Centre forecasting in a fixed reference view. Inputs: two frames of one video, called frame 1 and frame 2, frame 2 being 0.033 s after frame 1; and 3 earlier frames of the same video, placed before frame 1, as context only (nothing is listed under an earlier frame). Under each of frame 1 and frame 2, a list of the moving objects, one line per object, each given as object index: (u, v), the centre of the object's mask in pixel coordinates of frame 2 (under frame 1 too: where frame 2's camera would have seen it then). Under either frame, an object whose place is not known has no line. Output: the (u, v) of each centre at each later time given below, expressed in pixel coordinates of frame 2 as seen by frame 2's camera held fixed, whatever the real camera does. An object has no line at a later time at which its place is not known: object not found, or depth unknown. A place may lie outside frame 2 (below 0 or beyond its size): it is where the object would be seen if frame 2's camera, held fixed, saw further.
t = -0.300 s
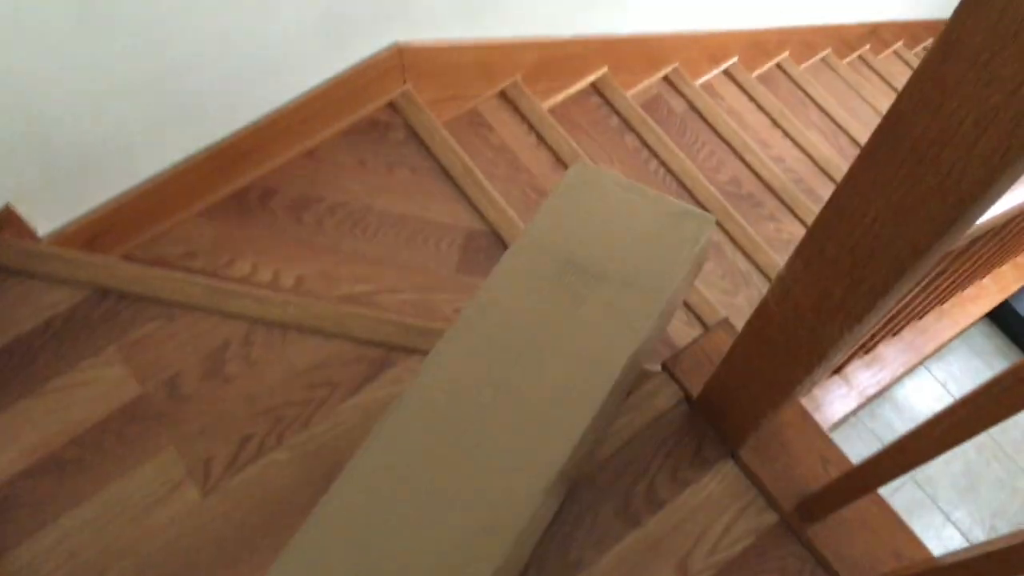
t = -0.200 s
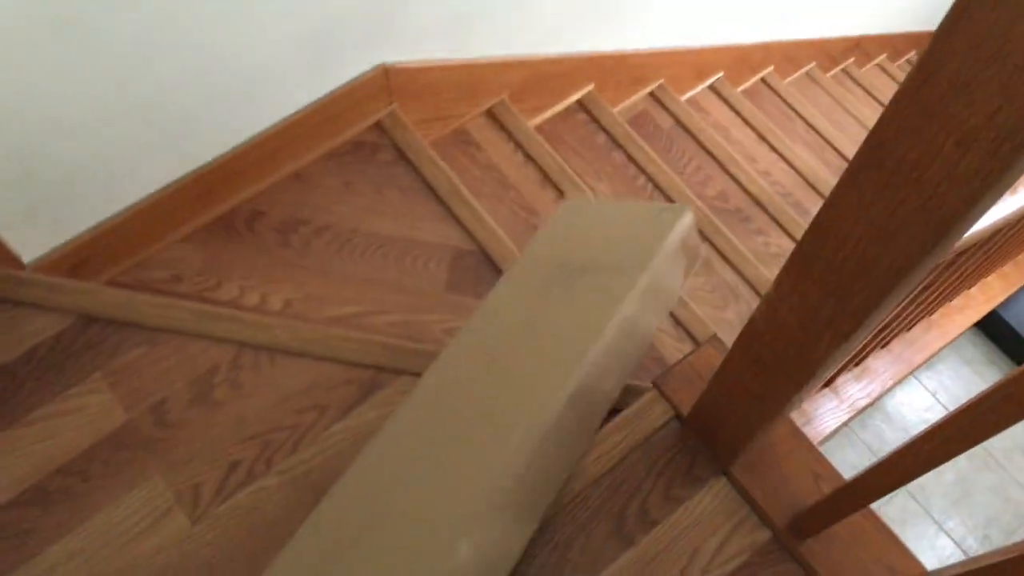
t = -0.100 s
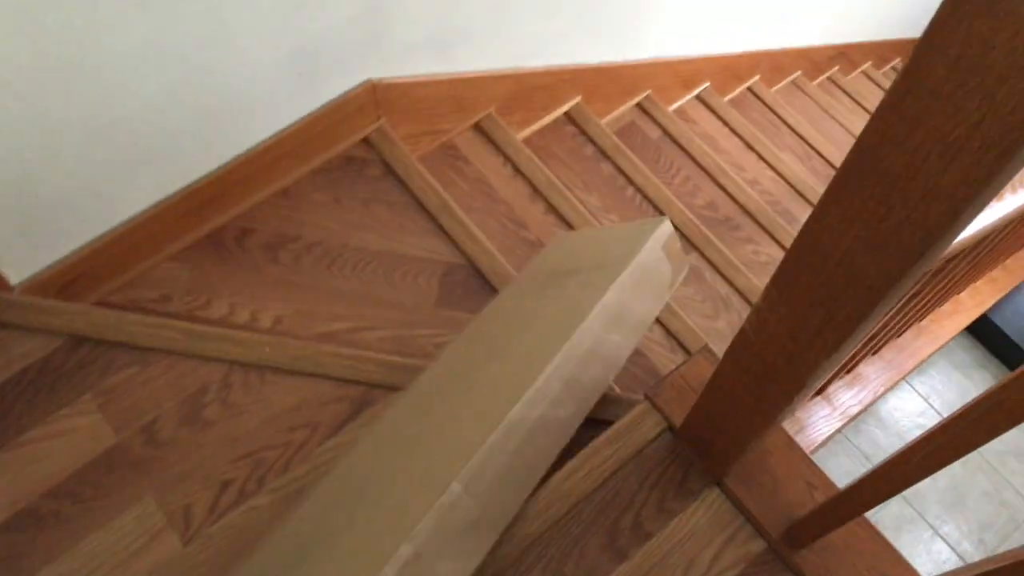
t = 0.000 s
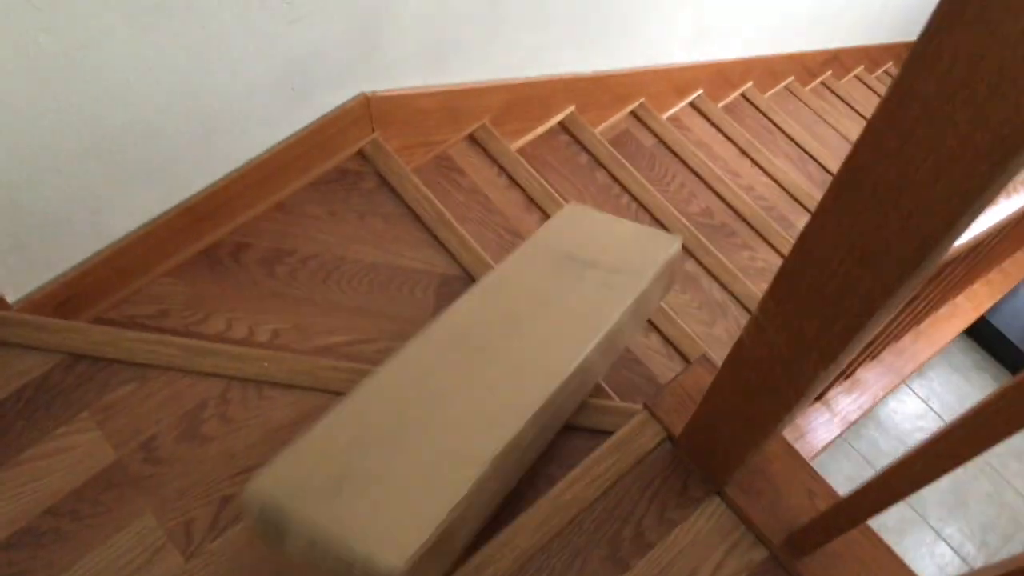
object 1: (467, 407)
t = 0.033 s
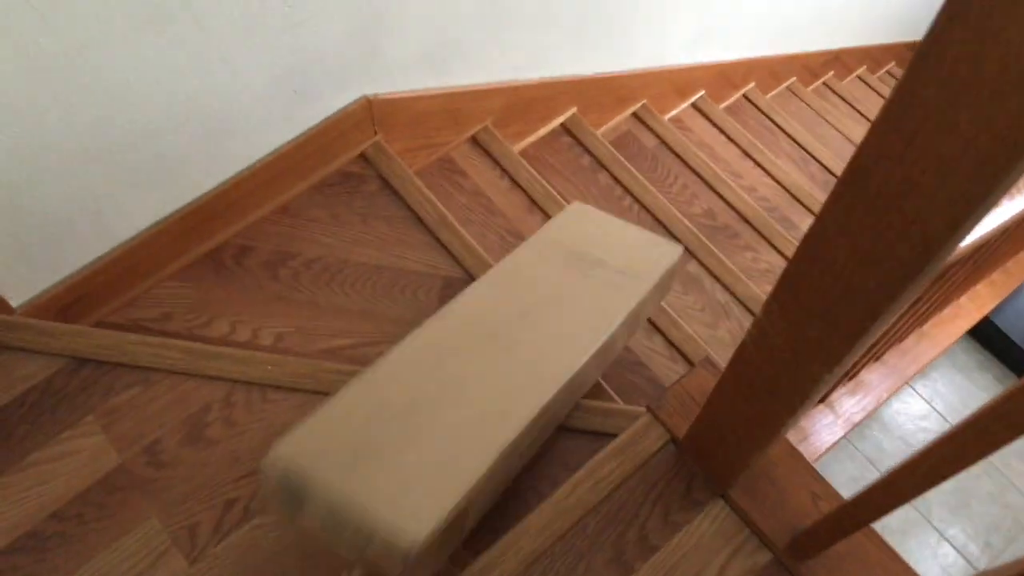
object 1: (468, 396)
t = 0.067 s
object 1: (473, 381)
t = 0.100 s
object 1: (479, 368)
